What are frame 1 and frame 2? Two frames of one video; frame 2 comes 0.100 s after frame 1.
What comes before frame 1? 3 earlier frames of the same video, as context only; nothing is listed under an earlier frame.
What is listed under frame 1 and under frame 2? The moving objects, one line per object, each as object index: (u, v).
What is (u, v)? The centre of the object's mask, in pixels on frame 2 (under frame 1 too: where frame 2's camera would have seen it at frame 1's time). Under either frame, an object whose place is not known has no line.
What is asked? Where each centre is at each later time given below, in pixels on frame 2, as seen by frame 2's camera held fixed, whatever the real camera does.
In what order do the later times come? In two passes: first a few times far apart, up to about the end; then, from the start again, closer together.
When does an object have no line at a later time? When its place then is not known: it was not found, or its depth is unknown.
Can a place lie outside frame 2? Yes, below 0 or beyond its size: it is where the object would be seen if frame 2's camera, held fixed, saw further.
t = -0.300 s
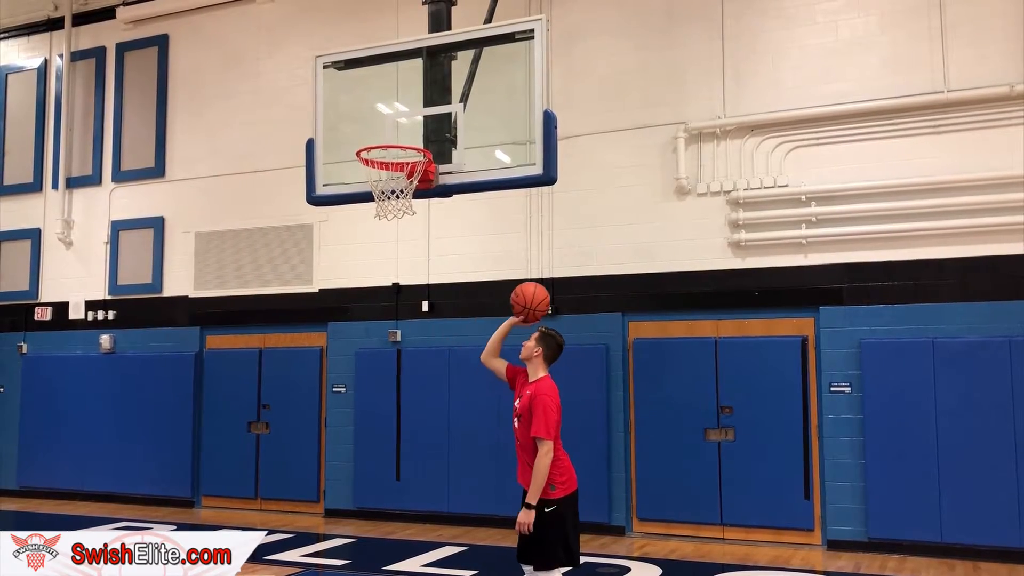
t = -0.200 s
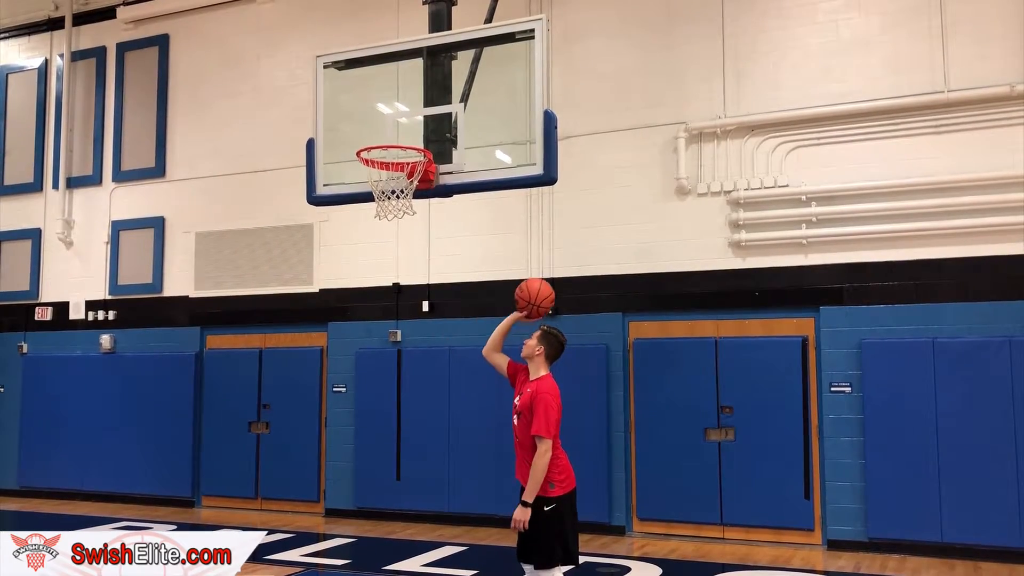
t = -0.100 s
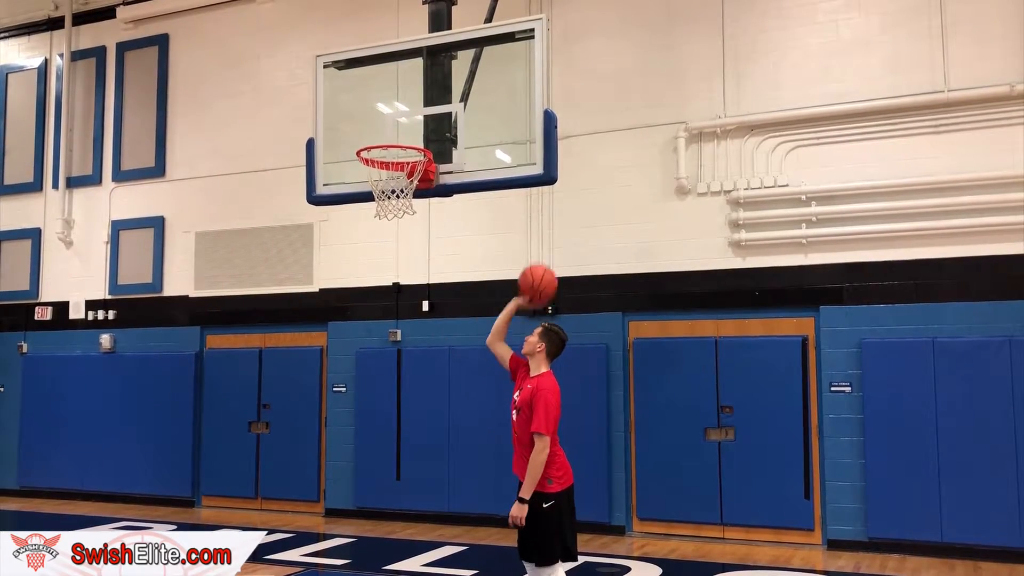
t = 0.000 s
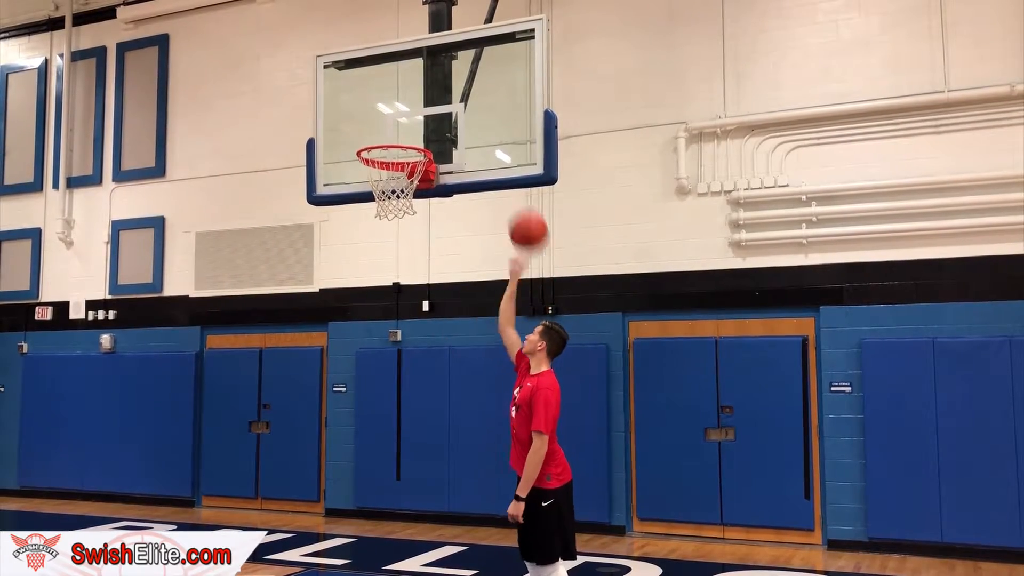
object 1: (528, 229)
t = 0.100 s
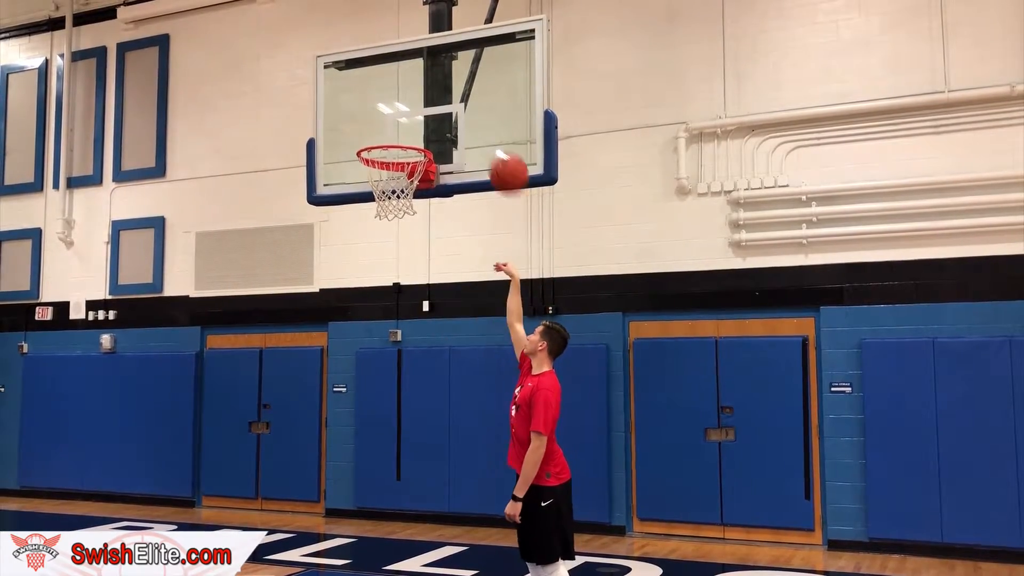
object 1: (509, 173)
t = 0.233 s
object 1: (482, 121)
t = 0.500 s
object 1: (434, 102)
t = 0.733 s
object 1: (391, 167)
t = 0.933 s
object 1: (372, 263)
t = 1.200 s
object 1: (346, 468)
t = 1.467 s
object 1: (344, 513)
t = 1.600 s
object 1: (356, 441)
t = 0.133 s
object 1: (501, 156)
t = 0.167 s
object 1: (495, 142)
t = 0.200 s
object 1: (489, 132)
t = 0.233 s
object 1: (482, 121)
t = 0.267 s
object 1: (476, 113)
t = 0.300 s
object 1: (470, 106)
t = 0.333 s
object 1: (464, 101)
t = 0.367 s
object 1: (457, 98)
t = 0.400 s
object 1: (451, 97)
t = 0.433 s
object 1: (445, 97)
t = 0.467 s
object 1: (439, 99)
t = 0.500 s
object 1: (434, 102)
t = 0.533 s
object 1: (428, 107)
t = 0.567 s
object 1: (422, 114)
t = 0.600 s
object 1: (416, 122)
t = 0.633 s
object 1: (410, 131)
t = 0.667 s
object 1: (403, 142)
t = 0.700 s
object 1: (398, 156)
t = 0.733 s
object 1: (391, 167)
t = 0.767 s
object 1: (386, 187)
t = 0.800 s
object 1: (382, 201)
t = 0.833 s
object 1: (379, 216)
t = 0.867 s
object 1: (377, 229)
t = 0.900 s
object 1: (374, 245)
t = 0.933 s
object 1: (372, 263)
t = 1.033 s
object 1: (362, 326)
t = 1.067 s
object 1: (359, 351)
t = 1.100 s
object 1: (357, 377)
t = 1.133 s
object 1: (353, 405)
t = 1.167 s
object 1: (349, 436)
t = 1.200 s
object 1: (346, 468)
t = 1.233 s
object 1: (342, 499)
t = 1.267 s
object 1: (340, 533)
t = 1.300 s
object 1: (337, 564)
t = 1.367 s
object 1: (336, 572)
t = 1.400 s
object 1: (338, 561)
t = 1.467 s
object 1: (344, 513)
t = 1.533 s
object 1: (350, 474)
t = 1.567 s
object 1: (352, 457)
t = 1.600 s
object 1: (356, 441)
